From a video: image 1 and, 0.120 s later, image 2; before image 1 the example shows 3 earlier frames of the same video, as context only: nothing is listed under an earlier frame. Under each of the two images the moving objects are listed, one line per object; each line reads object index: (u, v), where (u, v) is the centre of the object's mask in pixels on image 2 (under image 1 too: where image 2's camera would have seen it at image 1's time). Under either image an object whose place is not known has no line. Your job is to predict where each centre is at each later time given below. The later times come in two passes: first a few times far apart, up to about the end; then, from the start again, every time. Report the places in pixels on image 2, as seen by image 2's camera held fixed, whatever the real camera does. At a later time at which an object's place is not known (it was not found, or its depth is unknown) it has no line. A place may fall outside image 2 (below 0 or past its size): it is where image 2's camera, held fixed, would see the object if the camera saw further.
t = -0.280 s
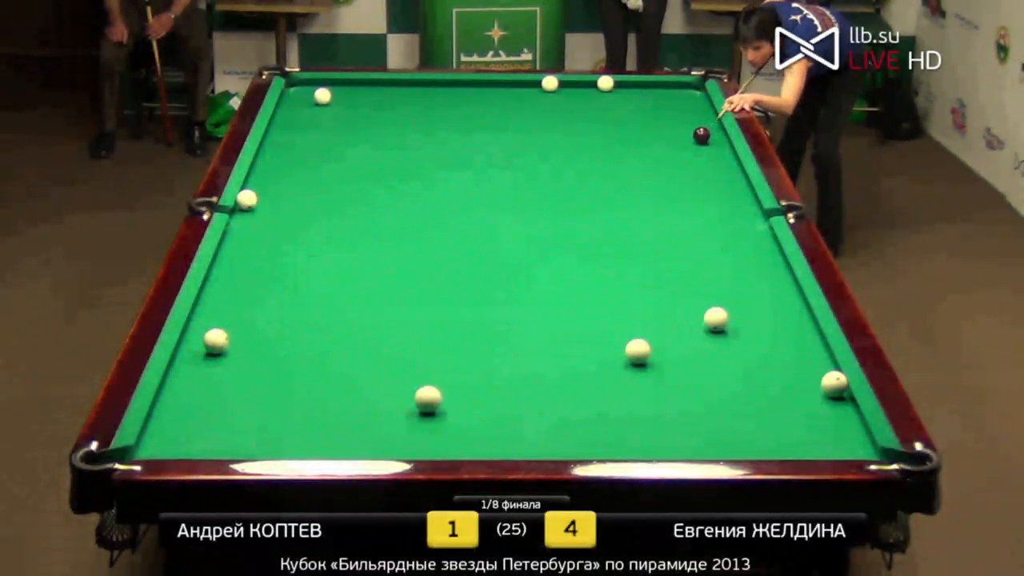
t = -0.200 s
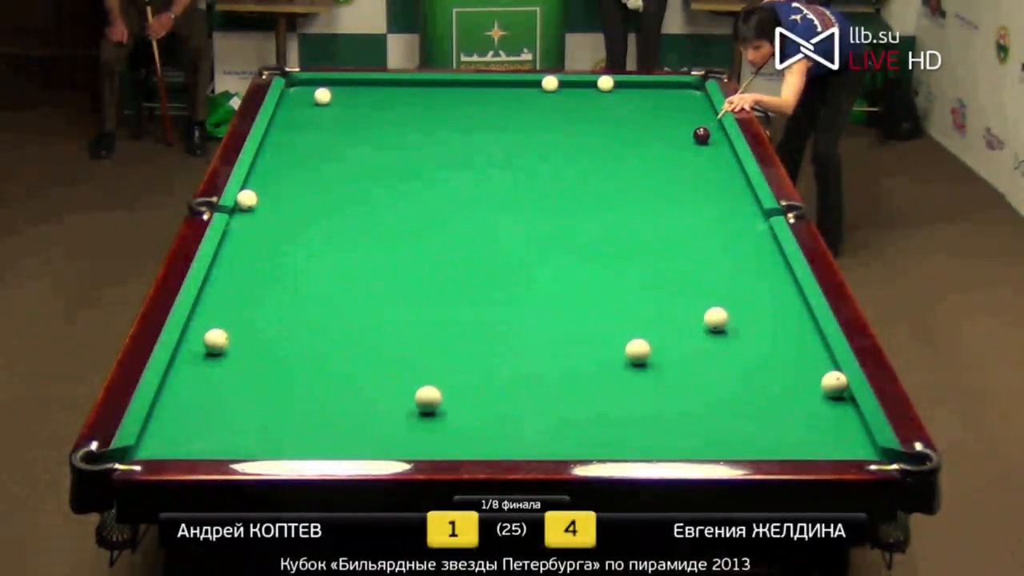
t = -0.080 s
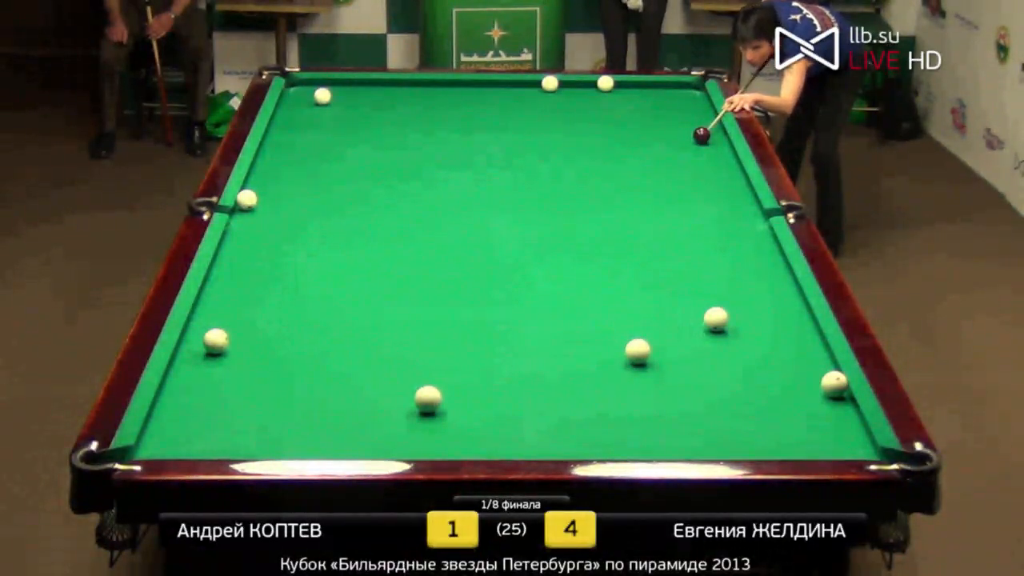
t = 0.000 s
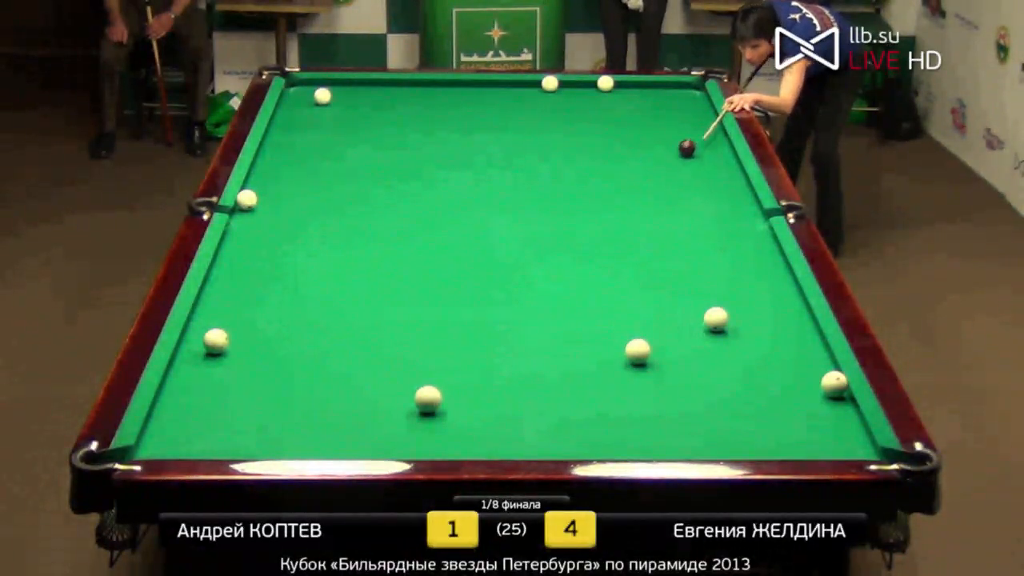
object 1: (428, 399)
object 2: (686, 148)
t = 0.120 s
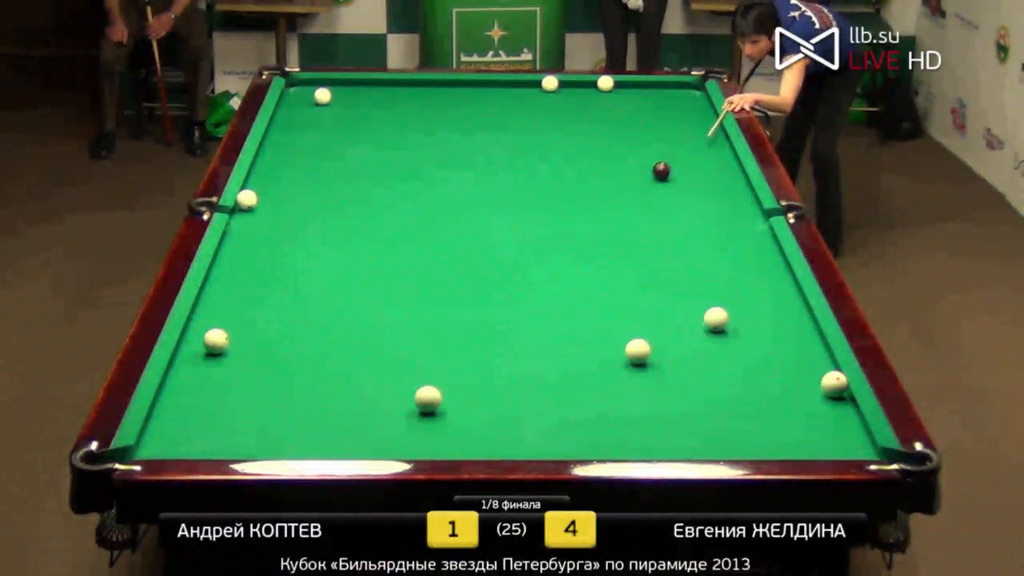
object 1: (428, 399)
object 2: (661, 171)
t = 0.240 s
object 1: (428, 399)
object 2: (636, 193)
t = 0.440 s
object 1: (428, 399)
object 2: (596, 231)
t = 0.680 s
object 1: (428, 399)
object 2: (541, 281)
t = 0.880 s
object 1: (428, 399)
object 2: (489, 330)
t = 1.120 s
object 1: (429, 406)
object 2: (414, 389)
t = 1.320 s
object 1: (435, 443)
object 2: (343, 404)
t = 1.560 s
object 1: (437, 413)
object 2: (254, 428)
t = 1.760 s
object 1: (438, 389)
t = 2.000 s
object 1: (438, 363)
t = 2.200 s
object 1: (439, 343)
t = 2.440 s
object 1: (439, 319)
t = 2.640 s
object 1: (440, 302)
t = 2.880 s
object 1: (439, 283)
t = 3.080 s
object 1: (439, 268)
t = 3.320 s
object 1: (439, 251)
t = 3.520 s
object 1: (439, 239)
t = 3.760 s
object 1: (439, 224)
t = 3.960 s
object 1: (438, 213)
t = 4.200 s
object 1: (437, 201)
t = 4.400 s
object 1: (437, 191)
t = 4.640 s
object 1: (436, 180)
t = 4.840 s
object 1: (436, 171)
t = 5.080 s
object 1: (435, 161)
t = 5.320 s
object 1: (435, 152)
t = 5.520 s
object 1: (434, 145)
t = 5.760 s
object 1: (434, 137)
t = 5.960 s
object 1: (434, 130)
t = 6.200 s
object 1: (434, 123)
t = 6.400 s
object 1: (433, 118)
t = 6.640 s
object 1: (433, 111)
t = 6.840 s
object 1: (432, 106)
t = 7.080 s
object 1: (432, 101)
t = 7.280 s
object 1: (431, 96)
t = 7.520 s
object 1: (431, 91)
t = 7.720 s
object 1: (431, 87)
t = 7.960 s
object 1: (430, 83)
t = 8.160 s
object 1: (430, 83)
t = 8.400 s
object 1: (430, 85)
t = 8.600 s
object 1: (430, 87)
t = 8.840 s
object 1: (430, 89)
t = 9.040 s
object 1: (430, 90)
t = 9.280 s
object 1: (431, 92)
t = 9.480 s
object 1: (432, 93)
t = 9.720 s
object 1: (433, 94)
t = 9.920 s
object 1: (433, 95)
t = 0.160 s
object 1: (428, 399)
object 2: (652, 179)
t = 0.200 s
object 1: (428, 399)
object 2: (644, 186)
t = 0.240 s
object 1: (428, 399)
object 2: (636, 193)
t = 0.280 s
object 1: (428, 399)
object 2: (628, 201)
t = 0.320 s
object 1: (428, 399)
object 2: (620, 208)
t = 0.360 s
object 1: (428, 399)
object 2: (612, 216)
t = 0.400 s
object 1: (428, 399)
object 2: (604, 223)
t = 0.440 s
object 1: (428, 399)
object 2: (596, 231)
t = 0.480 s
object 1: (428, 399)
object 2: (587, 239)
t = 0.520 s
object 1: (428, 399)
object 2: (578, 247)
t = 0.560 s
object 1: (428, 399)
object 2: (570, 255)
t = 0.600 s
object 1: (428, 399)
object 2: (561, 264)
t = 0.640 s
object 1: (428, 399)
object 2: (551, 273)
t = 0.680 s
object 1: (428, 399)
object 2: (541, 281)
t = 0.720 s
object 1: (428, 399)
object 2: (532, 291)
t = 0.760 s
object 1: (428, 399)
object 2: (521, 300)
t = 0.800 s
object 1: (428, 399)
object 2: (511, 310)
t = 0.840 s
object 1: (428, 397)
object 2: (500, 320)
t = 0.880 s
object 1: (428, 399)
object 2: (489, 330)
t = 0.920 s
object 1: (428, 399)
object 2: (478, 340)
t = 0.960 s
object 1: (428, 399)
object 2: (466, 352)
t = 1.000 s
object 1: (428, 399)
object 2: (454, 362)
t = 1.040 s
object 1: (428, 399)
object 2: (442, 373)
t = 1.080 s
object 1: (428, 399)
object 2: (429, 380)
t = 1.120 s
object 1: (429, 406)
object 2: (414, 389)
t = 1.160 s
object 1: (430, 416)
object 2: (401, 392)
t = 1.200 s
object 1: (431, 427)
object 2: (386, 394)
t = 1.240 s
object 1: (433, 436)
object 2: (372, 397)
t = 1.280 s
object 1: (434, 443)
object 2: (358, 400)
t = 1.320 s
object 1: (435, 443)
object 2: (343, 404)
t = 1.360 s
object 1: (436, 437)
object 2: (329, 408)
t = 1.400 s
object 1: (435, 434)
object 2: (314, 412)
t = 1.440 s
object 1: (436, 429)
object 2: (299, 416)
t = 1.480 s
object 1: (436, 424)
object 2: (284, 420)
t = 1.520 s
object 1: (436, 418)
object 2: (269, 424)
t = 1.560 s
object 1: (437, 413)
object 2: (254, 428)
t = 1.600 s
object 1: (437, 408)
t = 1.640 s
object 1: (437, 404)
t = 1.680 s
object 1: (437, 399)
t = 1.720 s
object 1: (438, 394)
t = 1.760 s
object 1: (438, 389)
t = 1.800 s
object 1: (438, 384)
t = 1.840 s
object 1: (438, 380)
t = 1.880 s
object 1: (438, 375)
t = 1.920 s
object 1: (438, 371)
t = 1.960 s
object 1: (438, 367)
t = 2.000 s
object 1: (438, 363)
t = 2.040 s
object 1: (439, 358)
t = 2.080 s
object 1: (439, 354)
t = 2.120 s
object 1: (439, 350)
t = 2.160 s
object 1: (439, 346)
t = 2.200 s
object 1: (439, 343)
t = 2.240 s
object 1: (439, 338)
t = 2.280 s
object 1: (439, 334)
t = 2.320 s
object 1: (439, 331)
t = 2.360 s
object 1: (439, 327)
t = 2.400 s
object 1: (440, 323)
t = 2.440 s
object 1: (439, 319)
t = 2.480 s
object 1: (439, 316)
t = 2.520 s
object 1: (439, 313)
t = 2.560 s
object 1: (439, 309)
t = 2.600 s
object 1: (440, 306)
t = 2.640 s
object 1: (440, 302)
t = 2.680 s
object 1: (440, 299)
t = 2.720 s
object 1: (440, 296)
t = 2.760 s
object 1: (439, 292)
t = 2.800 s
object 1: (439, 289)
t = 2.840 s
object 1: (439, 286)
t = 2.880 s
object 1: (439, 283)
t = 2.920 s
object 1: (439, 280)
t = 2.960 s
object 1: (439, 277)
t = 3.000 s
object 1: (440, 274)
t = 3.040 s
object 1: (439, 271)
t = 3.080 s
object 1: (439, 268)
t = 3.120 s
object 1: (439, 265)
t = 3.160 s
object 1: (439, 263)
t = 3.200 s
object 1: (439, 260)
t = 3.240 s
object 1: (439, 257)
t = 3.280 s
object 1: (439, 254)
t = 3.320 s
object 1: (439, 251)
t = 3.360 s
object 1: (439, 249)
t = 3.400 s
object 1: (440, 246)
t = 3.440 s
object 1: (439, 244)
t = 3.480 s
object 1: (439, 241)
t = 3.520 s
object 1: (439, 239)
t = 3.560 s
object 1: (439, 236)
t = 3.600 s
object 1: (439, 234)
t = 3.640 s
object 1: (439, 231)
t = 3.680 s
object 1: (439, 229)
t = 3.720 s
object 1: (439, 227)
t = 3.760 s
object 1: (439, 224)
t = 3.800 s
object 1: (439, 222)
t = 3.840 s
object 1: (439, 220)
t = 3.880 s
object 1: (438, 217)
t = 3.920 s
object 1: (438, 215)
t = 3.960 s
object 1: (438, 213)
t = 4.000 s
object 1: (438, 211)
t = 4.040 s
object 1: (438, 209)
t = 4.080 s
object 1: (438, 207)
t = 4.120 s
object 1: (438, 205)
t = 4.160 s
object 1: (438, 203)
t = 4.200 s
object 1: (437, 201)
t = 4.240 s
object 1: (437, 199)
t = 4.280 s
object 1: (437, 197)
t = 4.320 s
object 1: (437, 195)
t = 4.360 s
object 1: (437, 193)
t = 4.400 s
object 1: (437, 191)
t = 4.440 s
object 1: (437, 189)
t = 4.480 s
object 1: (437, 187)
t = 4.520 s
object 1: (437, 185)
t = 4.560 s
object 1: (436, 183)
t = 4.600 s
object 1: (436, 181)
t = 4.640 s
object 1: (436, 180)
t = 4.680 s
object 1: (436, 178)
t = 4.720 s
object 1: (436, 176)
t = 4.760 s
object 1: (436, 175)
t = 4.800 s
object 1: (436, 173)
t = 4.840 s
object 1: (436, 171)
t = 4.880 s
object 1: (436, 169)
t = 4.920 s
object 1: (435, 168)
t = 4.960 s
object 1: (435, 166)
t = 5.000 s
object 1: (435, 164)
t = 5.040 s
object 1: (435, 163)
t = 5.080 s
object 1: (435, 161)
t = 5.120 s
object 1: (435, 160)
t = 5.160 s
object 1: (435, 158)
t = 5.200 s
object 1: (435, 157)
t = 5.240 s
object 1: (435, 155)
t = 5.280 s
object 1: (435, 153)
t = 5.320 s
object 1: (435, 152)
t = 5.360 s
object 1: (435, 150)
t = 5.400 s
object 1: (435, 149)
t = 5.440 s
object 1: (435, 147)
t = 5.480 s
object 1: (435, 146)
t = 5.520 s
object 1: (434, 145)
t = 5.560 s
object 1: (435, 144)
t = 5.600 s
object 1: (435, 142)
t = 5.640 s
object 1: (434, 141)
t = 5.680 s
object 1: (434, 139)
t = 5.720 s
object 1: (434, 138)
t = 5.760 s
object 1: (434, 137)
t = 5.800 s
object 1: (434, 135)
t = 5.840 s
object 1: (434, 134)
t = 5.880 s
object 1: (434, 133)
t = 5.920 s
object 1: (434, 132)
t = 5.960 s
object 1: (434, 130)
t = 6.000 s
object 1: (434, 129)
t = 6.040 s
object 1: (434, 128)
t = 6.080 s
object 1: (434, 127)
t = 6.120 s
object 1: (433, 126)
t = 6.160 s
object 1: (433, 125)
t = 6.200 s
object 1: (434, 123)
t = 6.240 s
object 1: (433, 122)
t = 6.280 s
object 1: (433, 121)
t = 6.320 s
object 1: (434, 120)
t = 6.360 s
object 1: (433, 119)
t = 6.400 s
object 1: (433, 118)
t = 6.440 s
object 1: (433, 117)
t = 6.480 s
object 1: (433, 115)
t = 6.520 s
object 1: (433, 114)
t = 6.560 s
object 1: (433, 114)
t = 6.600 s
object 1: (433, 112)
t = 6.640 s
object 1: (433, 111)
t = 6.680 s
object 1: (433, 110)
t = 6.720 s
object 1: (433, 109)
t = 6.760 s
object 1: (433, 108)
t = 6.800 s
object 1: (433, 107)
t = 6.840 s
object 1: (432, 106)
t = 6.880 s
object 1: (432, 105)
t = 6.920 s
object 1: (432, 105)
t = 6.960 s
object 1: (432, 103)
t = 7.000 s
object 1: (432, 103)
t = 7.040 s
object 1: (432, 102)
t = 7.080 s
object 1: (432, 101)
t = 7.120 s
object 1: (432, 100)
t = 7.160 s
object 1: (432, 99)
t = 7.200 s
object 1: (432, 98)
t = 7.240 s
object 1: (431, 97)
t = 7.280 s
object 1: (431, 96)
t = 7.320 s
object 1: (431, 95)
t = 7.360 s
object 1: (431, 95)
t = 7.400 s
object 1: (431, 94)
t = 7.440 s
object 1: (431, 93)
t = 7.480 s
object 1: (431, 92)
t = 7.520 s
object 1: (431, 91)
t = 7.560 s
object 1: (431, 91)
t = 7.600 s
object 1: (431, 90)
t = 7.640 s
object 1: (431, 89)
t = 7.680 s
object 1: (431, 88)
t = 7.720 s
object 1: (431, 87)
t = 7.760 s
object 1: (431, 86)
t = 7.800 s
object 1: (430, 86)
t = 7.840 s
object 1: (431, 85)
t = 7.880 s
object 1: (431, 84)
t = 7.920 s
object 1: (431, 84)
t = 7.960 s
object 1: (430, 83)
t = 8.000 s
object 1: (431, 82)
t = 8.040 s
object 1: (430, 81)
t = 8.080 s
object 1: (430, 82)
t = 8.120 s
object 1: (430, 82)
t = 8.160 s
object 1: (430, 83)
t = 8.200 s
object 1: (430, 83)
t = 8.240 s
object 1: (430, 84)
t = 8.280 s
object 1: (430, 84)
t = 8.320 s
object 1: (430, 84)
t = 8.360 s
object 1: (430, 85)
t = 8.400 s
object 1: (430, 85)
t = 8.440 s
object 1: (430, 85)
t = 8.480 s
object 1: (430, 86)
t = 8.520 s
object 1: (430, 86)
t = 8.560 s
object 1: (430, 86)
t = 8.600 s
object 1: (430, 87)
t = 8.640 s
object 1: (430, 87)
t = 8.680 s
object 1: (430, 87)
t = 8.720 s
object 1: (430, 88)
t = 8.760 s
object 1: (430, 88)
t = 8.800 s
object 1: (430, 89)
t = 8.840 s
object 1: (430, 89)
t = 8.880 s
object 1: (430, 89)
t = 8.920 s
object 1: (430, 89)
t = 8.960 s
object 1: (430, 90)
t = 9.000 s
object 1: (430, 90)
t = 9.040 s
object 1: (430, 90)
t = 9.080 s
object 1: (430, 90)
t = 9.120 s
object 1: (430, 91)
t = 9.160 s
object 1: (430, 91)
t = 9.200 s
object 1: (431, 91)
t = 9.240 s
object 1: (431, 91)
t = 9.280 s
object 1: (431, 92)
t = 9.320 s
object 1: (431, 92)
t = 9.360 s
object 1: (431, 92)
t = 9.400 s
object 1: (431, 92)
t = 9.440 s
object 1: (432, 93)
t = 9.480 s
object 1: (432, 93)
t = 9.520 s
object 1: (432, 93)
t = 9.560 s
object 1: (432, 93)
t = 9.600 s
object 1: (432, 94)
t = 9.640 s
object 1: (432, 94)
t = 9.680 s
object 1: (432, 94)
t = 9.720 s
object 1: (433, 94)
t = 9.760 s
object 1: (433, 94)
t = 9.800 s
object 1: (433, 94)
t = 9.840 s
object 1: (433, 95)
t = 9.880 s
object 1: (433, 95)
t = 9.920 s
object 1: (433, 95)
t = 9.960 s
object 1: (433, 95)
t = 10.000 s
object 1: (433, 95)
